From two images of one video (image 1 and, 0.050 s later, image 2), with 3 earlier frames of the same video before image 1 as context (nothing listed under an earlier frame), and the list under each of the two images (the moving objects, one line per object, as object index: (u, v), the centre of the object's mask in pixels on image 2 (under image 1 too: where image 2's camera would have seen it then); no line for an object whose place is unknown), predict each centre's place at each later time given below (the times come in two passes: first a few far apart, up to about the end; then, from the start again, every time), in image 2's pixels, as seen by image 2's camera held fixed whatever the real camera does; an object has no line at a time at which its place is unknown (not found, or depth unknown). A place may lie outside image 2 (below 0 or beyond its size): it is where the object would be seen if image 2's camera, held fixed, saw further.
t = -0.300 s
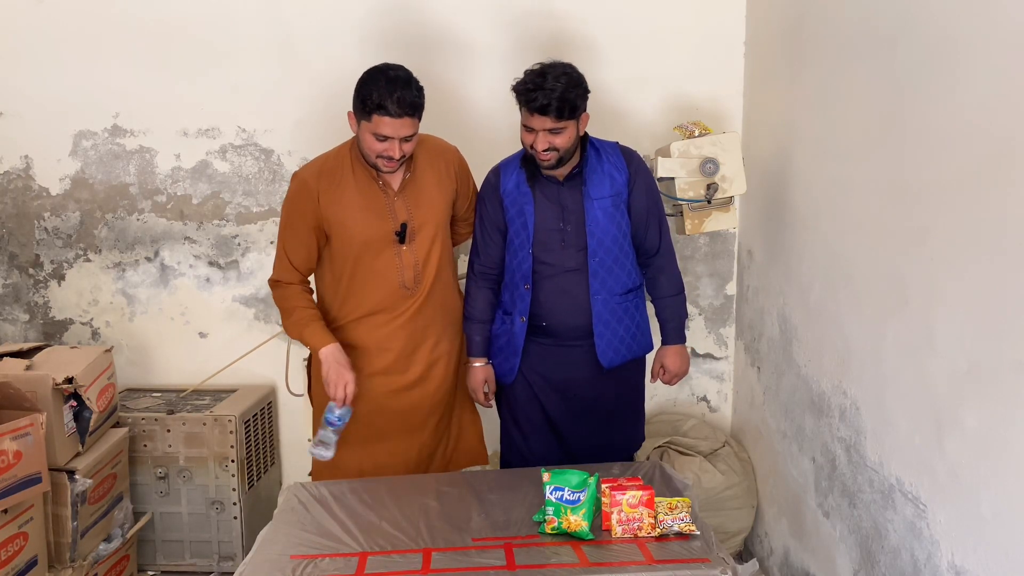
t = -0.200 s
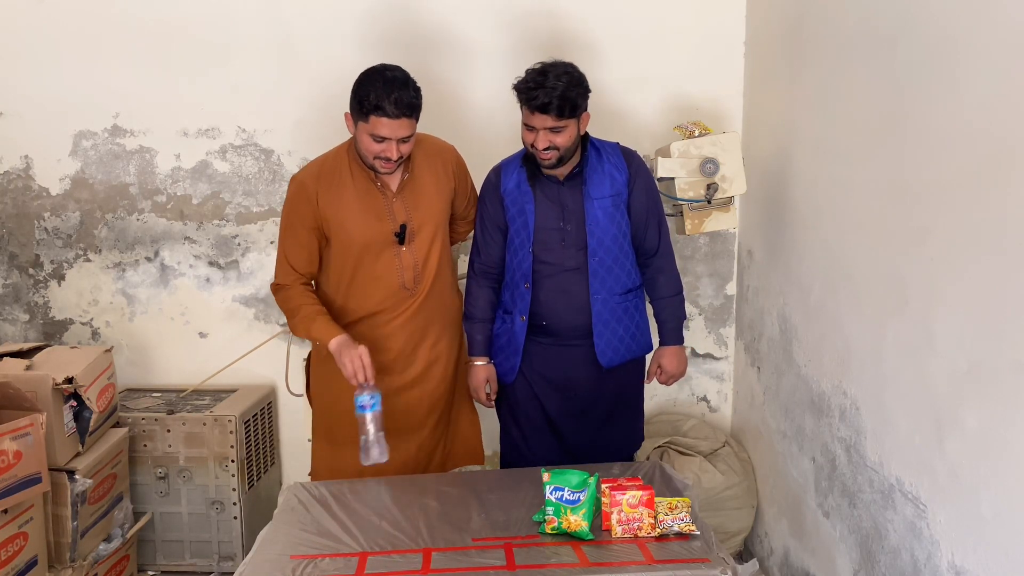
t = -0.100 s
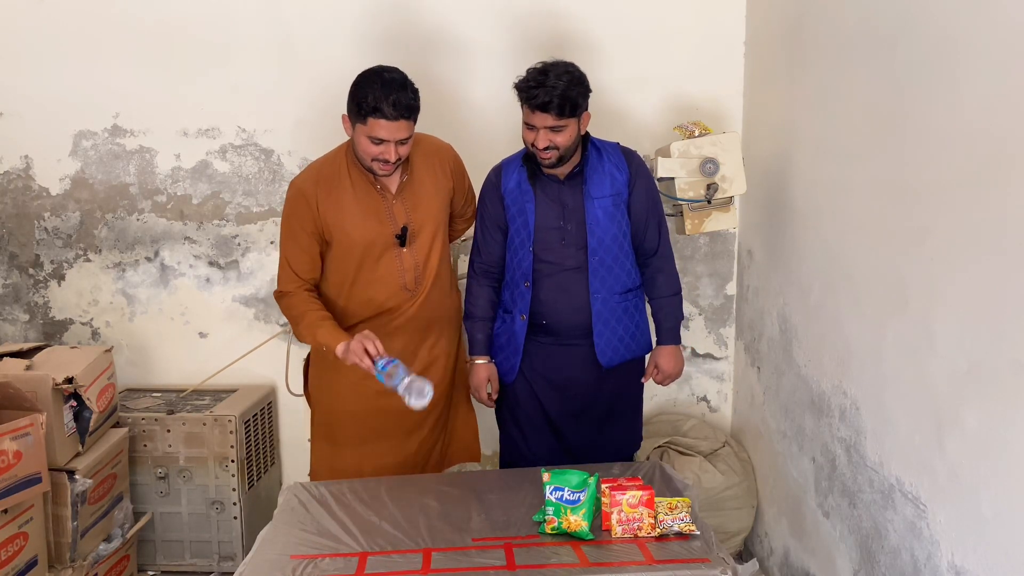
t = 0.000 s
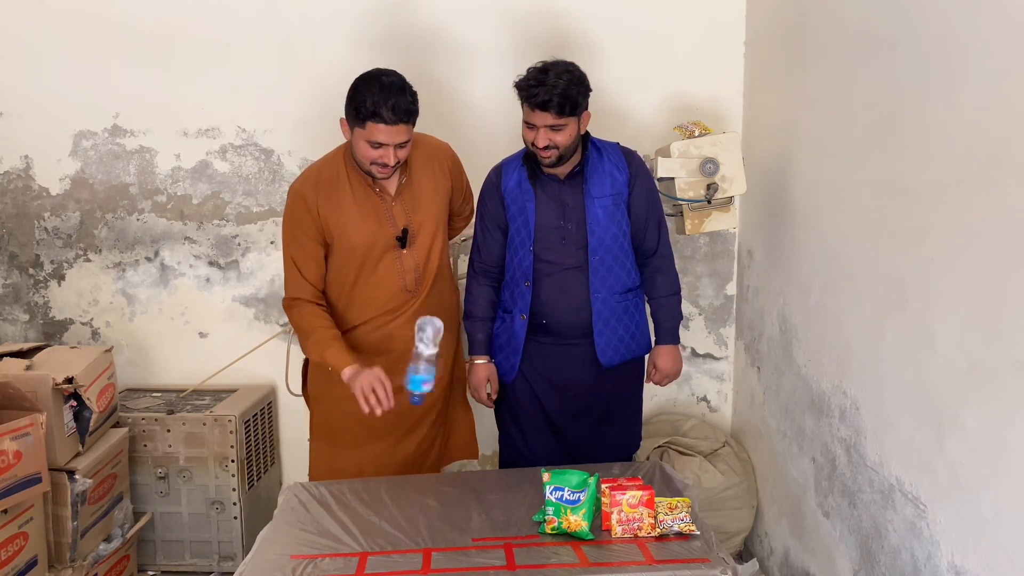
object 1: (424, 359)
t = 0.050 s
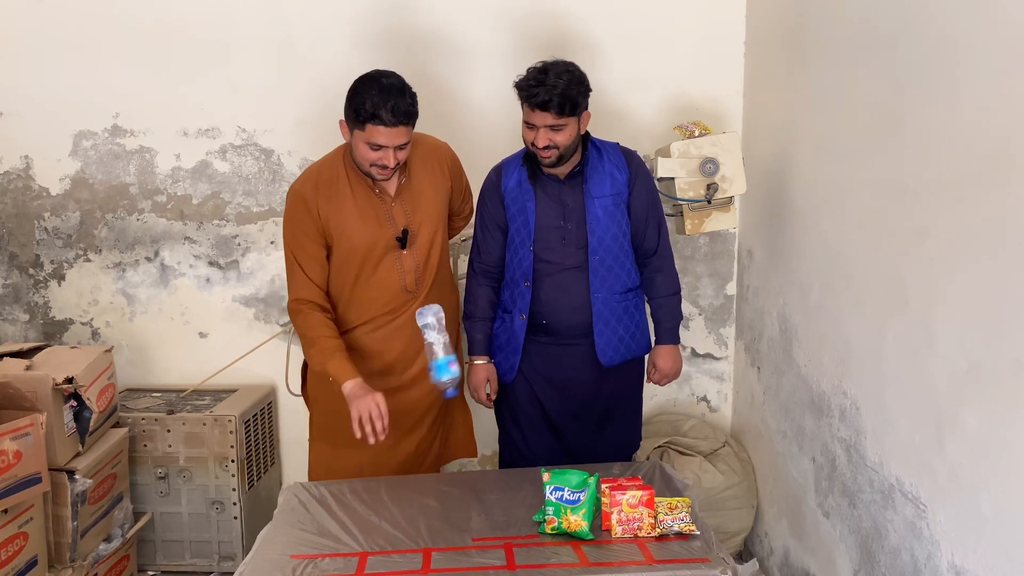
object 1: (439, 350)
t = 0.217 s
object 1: (459, 360)
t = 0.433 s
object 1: (473, 458)
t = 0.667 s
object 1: (493, 488)
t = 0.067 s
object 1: (444, 346)
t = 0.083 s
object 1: (447, 342)
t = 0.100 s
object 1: (450, 339)
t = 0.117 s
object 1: (452, 337)
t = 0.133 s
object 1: (454, 337)
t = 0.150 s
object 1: (455, 338)
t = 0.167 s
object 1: (456, 341)
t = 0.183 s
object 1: (457, 346)
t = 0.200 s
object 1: (458, 352)
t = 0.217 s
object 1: (459, 360)
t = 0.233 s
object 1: (460, 369)
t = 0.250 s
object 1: (461, 381)
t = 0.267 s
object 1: (462, 393)
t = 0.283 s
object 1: (464, 407)
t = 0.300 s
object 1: (465, 423)
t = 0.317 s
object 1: (467, 439)
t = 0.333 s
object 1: (468, 457)
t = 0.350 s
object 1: (471, 458)
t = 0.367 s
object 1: (473, 458)
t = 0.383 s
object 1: (473, 458)
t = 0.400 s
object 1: (473, 458)
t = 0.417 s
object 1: (473, 457)
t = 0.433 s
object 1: (473, 458)
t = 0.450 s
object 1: (474, 459)
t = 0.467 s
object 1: (475, 459)
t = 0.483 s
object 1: (477, 460)
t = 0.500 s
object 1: (478, 462)
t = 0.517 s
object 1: (481, 464)
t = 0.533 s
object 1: (482, 467)
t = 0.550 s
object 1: (485, 469)
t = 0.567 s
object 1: (487, 474)
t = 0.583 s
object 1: (489, 479)
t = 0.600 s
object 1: (492, 485)
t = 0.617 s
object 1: (492, 488)
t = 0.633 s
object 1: (493, 489)
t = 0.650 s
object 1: (493, 489)
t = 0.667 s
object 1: (493, 488)
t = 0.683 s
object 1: (493, 488)
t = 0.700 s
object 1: (492, 487)
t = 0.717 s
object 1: (493, 488)
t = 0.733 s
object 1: (493, 487)
